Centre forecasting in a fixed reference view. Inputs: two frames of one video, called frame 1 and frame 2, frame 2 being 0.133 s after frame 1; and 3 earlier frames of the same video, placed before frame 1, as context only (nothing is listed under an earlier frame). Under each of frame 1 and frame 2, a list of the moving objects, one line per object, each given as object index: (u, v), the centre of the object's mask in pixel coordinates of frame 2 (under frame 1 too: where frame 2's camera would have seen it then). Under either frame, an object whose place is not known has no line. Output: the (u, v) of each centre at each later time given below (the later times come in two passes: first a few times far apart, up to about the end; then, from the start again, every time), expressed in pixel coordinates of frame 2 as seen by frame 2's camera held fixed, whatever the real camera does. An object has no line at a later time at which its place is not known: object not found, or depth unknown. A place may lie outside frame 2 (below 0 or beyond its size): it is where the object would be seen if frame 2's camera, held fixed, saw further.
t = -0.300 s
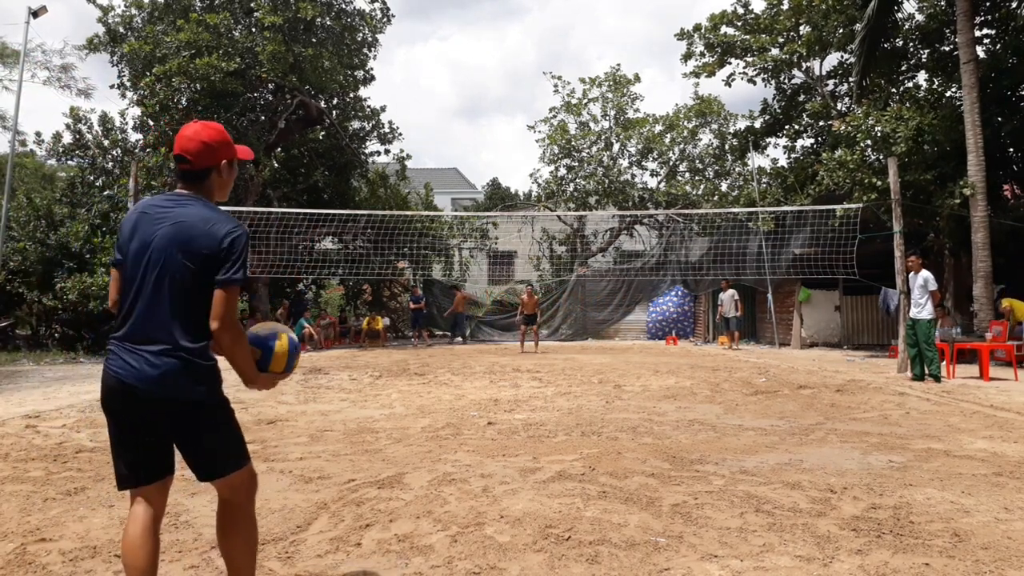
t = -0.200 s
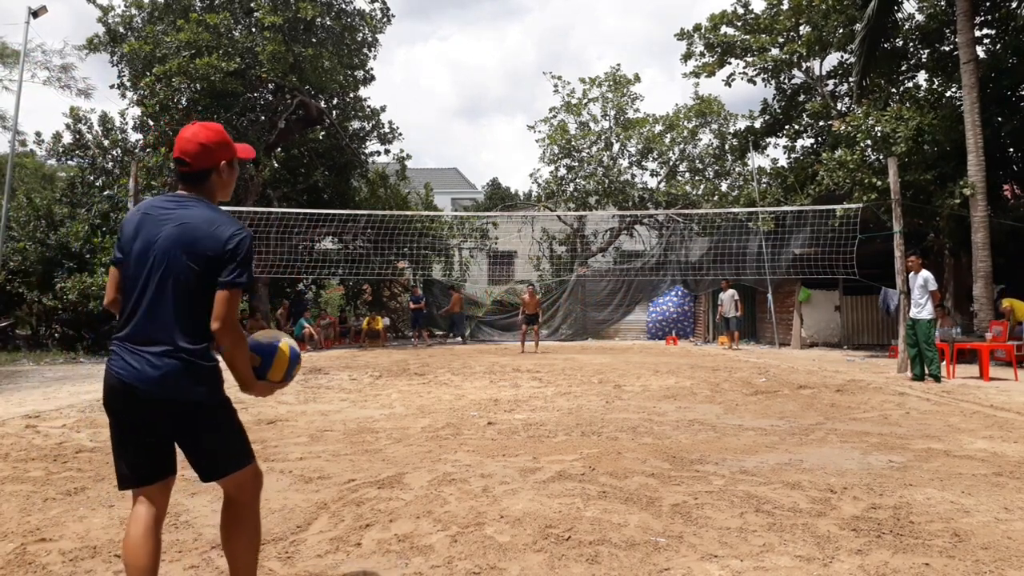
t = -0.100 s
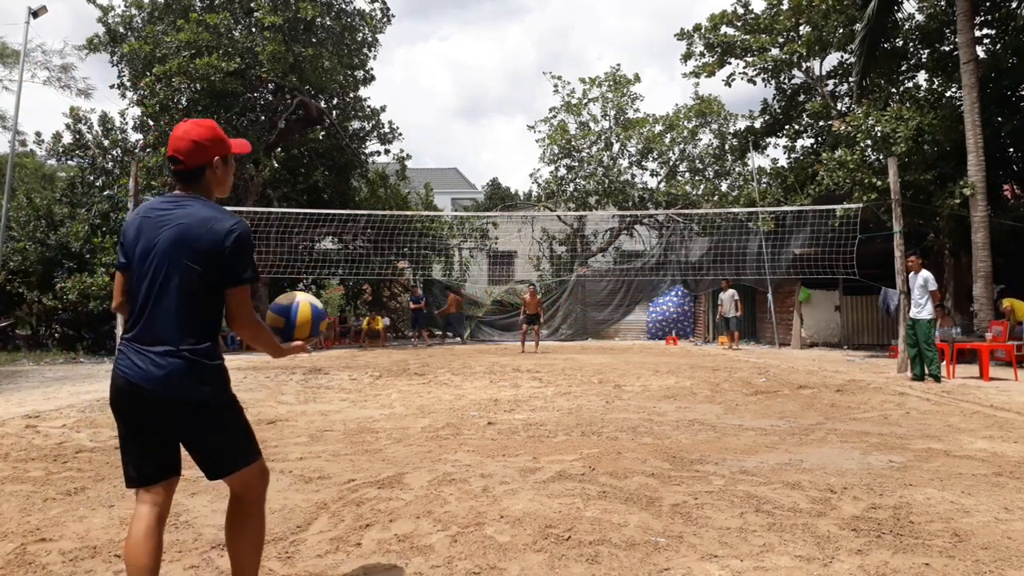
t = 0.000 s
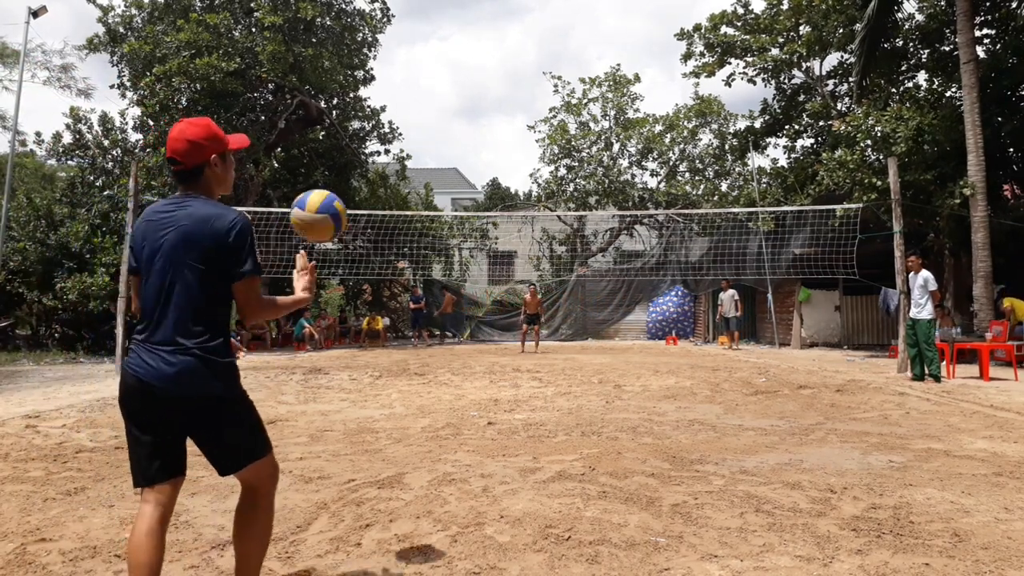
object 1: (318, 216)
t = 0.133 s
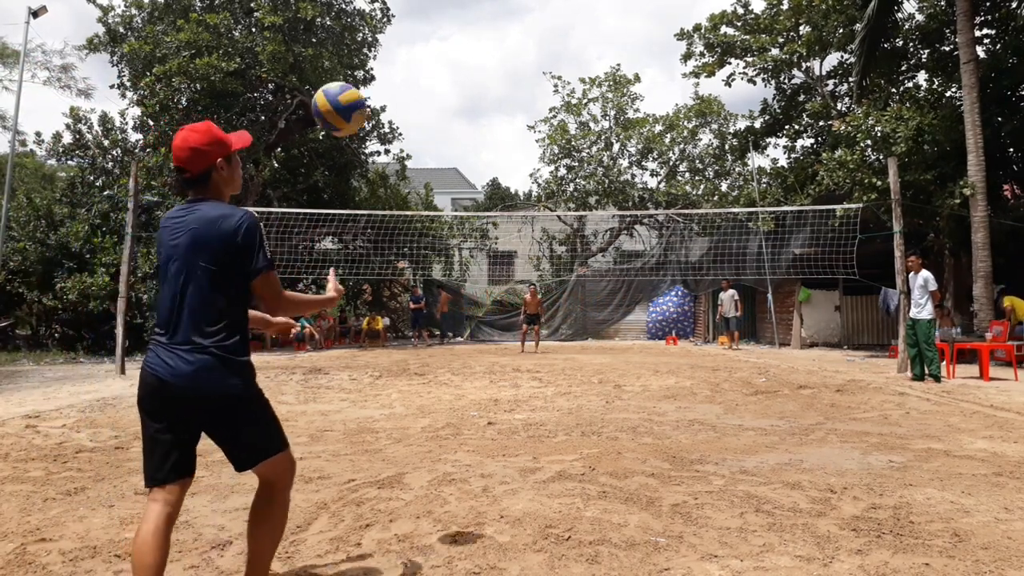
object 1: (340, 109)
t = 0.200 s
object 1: (349, 72)
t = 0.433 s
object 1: (381, 34)
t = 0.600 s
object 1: (403, 84)
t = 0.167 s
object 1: (344, 89)
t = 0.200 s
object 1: (349, 72)
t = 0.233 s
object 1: (354, 59)
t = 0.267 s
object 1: (359, 48)
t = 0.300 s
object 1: (363, 40)
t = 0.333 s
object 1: (367, 35)
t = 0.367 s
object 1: (372, 32)
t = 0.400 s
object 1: (377, 32)
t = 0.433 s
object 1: (381, 34)
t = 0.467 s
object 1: (385, 40)
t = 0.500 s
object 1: (390, 47)
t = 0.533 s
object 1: (394, 58)
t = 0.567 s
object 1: (399, 70)
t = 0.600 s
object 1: (403, 84)
